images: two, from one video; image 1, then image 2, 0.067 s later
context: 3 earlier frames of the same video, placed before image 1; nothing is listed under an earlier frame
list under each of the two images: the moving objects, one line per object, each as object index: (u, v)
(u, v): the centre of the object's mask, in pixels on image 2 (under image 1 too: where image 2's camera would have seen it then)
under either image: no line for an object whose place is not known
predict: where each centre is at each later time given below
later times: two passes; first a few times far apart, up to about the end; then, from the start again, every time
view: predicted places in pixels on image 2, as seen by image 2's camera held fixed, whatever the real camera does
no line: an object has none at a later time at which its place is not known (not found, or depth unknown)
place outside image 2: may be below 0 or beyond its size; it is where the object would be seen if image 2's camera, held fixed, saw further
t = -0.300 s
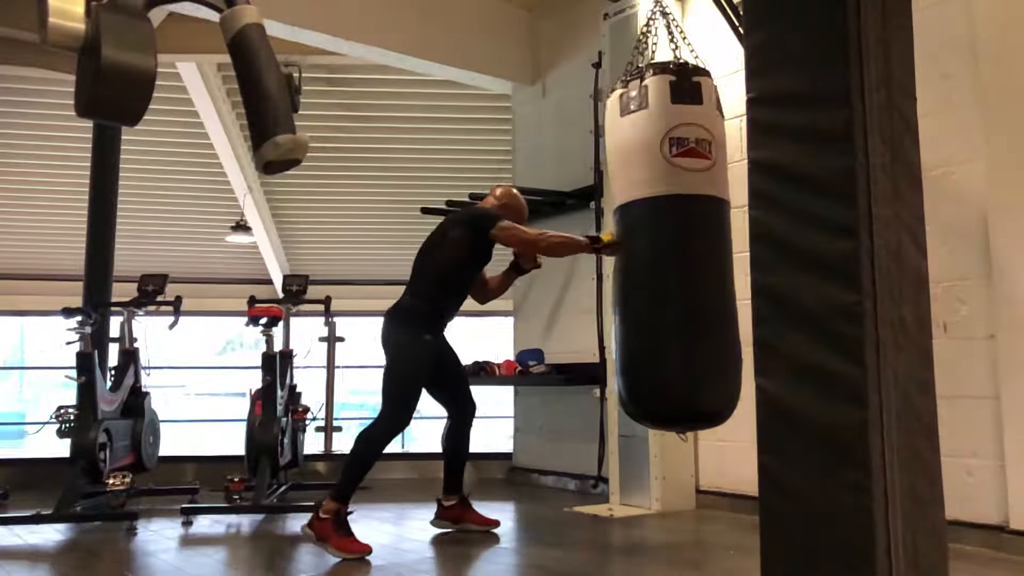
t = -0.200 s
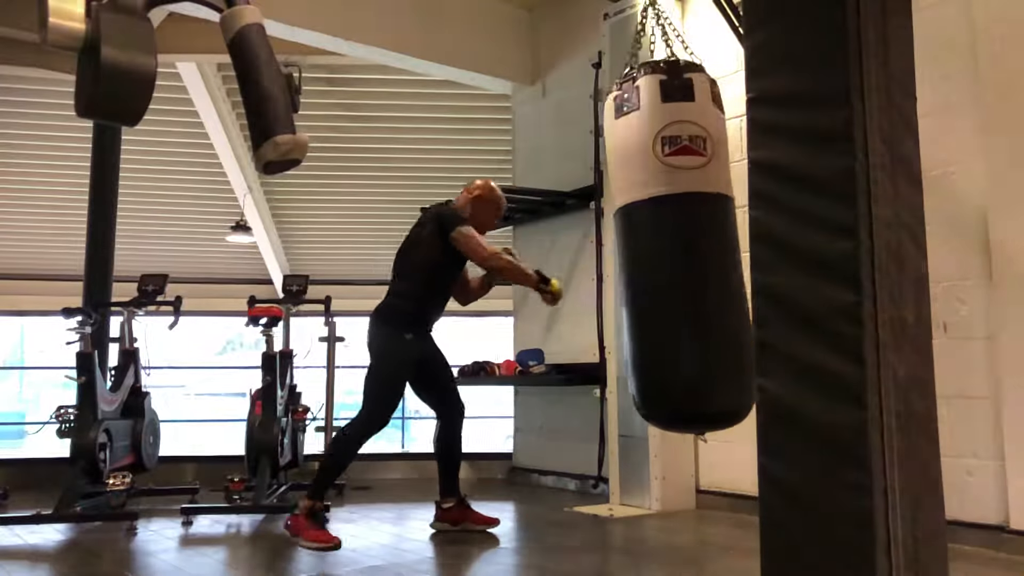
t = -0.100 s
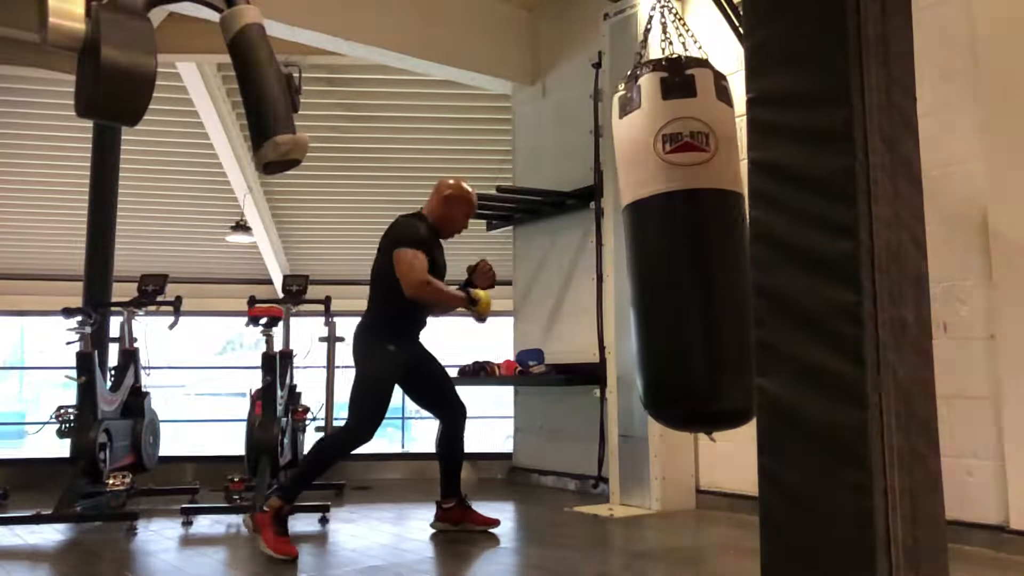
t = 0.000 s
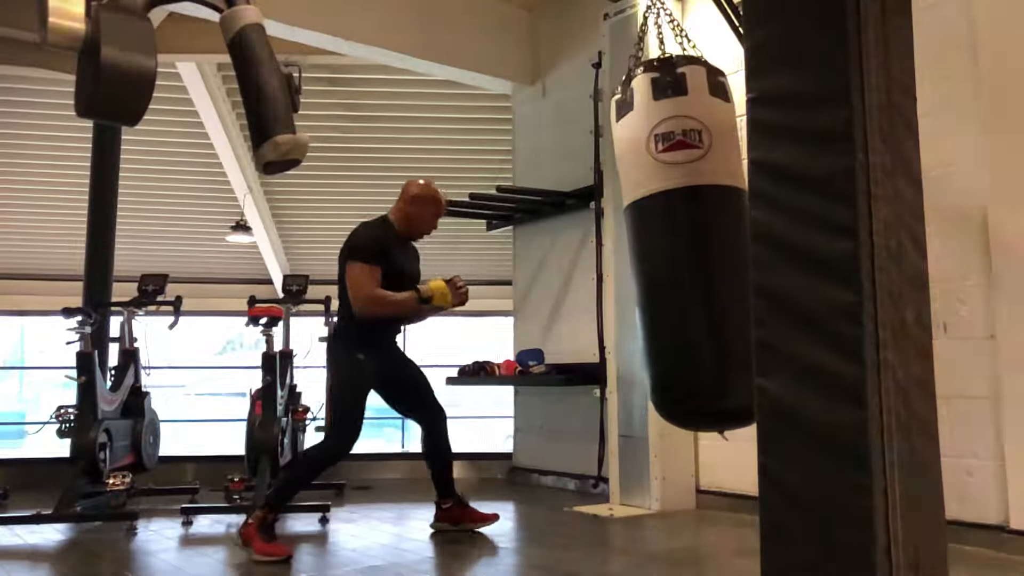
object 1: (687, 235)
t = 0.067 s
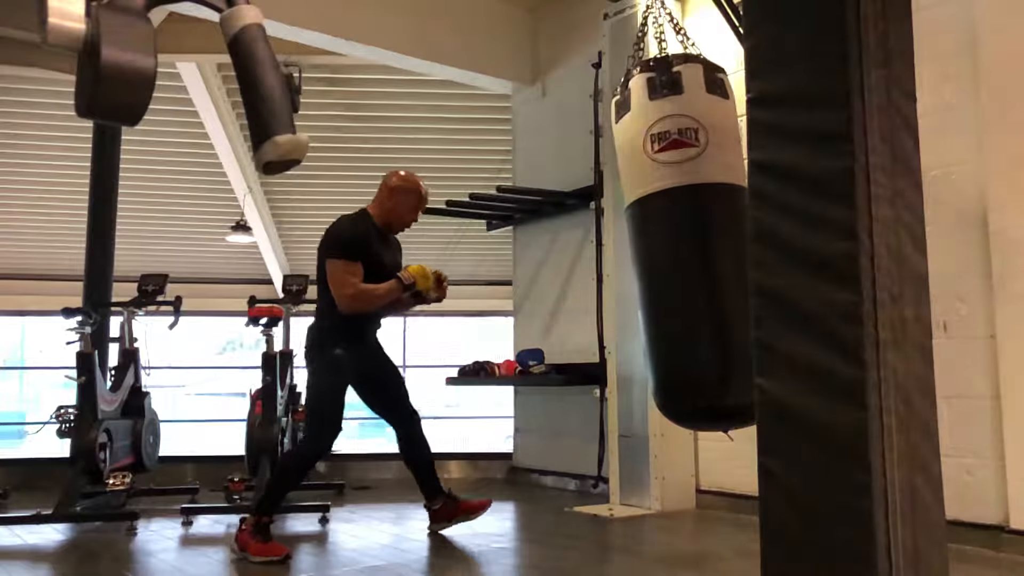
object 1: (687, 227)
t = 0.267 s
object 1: (688, 230)
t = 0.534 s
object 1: (680, 240)
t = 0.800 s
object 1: (659, 246)
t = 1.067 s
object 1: (638, 236)
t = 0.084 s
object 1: (688, 230)
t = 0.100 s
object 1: (688, 227)
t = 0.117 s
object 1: (689, 228)
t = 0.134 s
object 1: (689, 230)
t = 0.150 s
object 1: (689, 229)
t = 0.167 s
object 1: (689, 230)
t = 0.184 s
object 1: (689, 230)
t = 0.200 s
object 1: (689, 229)
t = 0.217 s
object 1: (689, 230)
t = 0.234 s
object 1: (688, 230)
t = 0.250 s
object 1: (688, 230)
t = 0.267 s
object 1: (688, 230)
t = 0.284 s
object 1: (687, 230)
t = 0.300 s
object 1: (687, 230)
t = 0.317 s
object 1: (687, 231)
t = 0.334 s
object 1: (687, 231)
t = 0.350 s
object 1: (687, 232)
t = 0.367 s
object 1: (687, 232)
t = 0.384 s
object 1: (686, 232)
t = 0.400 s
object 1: (686, 233)
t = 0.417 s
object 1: (686, 235)
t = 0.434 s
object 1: (685, 234)
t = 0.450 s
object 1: (684, 236)
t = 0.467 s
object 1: (683, 237)
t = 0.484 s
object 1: (683, 237)
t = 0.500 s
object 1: (682, 238)
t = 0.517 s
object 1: (681, 239)
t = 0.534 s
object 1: (680, 240)
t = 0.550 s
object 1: (679, 241)
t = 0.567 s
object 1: (678, 242)
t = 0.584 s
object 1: (677, 243)
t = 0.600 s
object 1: (676, 243)
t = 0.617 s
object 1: (675, 243)
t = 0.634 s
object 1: (674, 243)
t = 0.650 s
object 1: (672, 243)
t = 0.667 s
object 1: (671, 243)
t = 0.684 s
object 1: (670, 244)
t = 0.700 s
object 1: (668, 244)
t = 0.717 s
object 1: (667, 244)
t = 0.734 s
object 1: (665, 246)
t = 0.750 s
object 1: (664, 246)
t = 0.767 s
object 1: (662, 245)
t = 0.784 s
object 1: (660, 246)
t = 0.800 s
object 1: (659, 246)
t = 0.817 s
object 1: (658, 246)
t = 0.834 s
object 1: (656, 242)
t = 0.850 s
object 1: (655, 243)
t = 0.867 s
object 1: (654, 241)
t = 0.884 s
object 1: (652, 242)
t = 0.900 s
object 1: (651, 243)
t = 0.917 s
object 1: (649, 237)
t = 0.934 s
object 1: (648, 237)
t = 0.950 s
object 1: (646, 240)
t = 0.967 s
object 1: (645, 240)
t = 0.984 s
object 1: (644, 240)
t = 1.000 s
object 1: (642, 242)
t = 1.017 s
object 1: (641, 236)
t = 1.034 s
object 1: (640, 242)
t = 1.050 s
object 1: (639, 236)
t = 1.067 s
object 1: (638, 236)
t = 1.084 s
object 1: (637, 235)
